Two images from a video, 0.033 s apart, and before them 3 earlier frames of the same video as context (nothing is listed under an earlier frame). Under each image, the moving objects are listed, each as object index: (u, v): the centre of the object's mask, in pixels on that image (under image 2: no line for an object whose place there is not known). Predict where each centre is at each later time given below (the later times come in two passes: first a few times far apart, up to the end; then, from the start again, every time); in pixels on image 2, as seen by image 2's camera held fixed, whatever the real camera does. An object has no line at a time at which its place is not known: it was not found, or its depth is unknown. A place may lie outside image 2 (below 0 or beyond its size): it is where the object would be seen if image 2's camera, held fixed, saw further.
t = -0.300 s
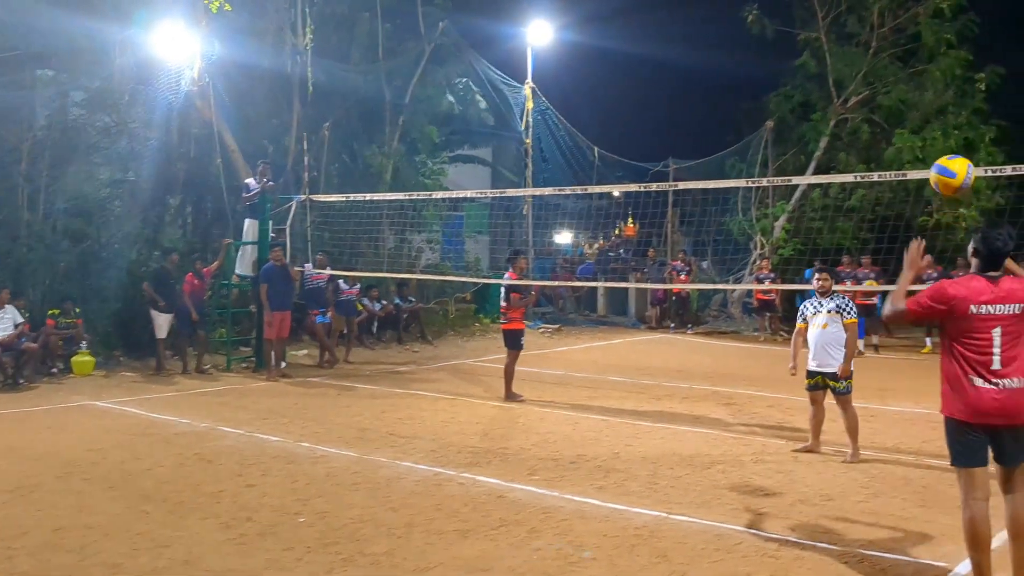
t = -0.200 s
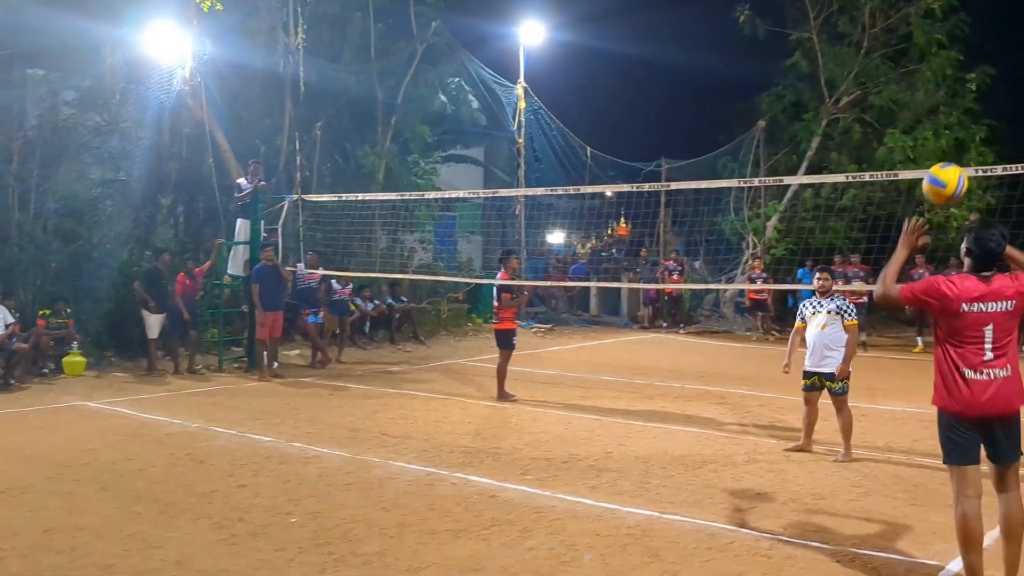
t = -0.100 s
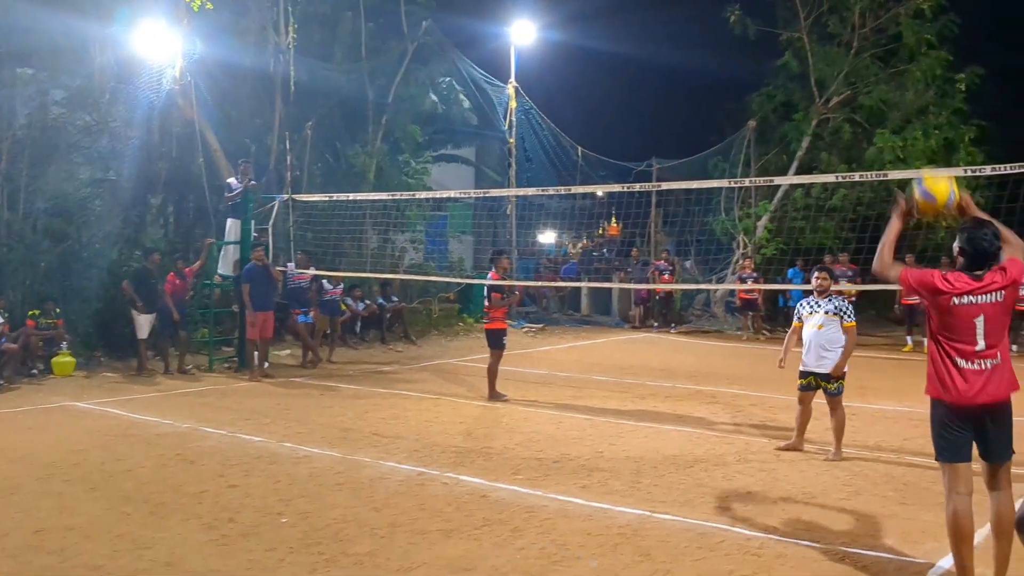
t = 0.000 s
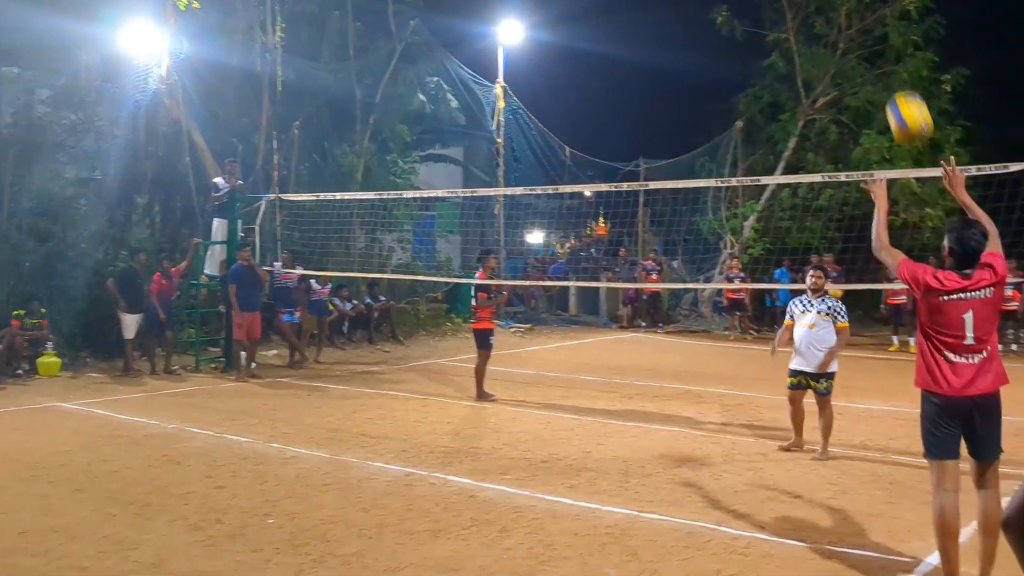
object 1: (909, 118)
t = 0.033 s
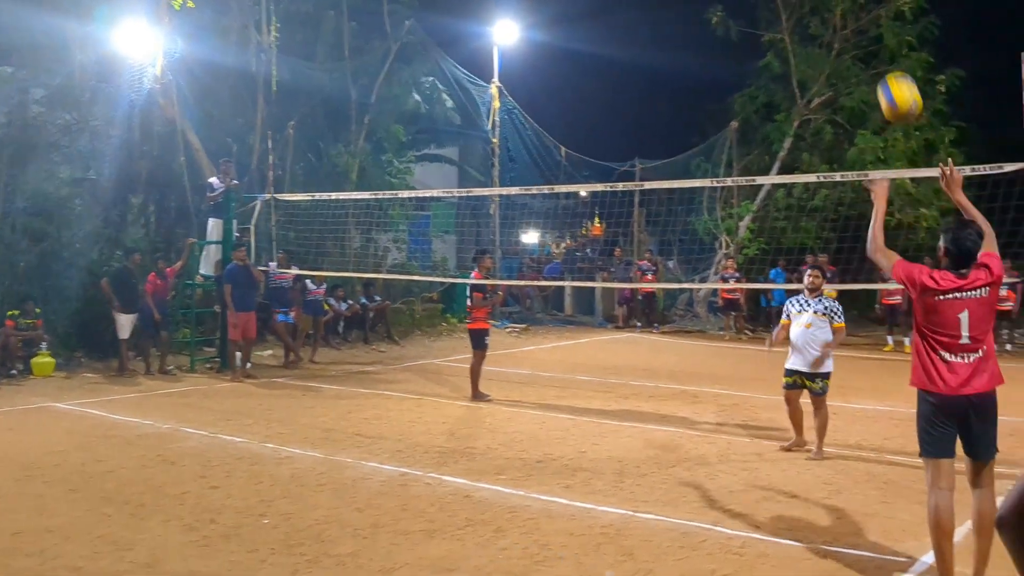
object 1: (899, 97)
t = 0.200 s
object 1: (880, 33)
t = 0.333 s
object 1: (864, 22)
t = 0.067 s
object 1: (896, 81)
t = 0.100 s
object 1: (892, 64)
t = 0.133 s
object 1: (887, 52)
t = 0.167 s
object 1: (884, 41)
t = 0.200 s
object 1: (880, 33)
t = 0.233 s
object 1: (877, 28)
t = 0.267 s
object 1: (872, 24)
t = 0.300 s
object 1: (868, 22)
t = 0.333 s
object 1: (864, 22)
